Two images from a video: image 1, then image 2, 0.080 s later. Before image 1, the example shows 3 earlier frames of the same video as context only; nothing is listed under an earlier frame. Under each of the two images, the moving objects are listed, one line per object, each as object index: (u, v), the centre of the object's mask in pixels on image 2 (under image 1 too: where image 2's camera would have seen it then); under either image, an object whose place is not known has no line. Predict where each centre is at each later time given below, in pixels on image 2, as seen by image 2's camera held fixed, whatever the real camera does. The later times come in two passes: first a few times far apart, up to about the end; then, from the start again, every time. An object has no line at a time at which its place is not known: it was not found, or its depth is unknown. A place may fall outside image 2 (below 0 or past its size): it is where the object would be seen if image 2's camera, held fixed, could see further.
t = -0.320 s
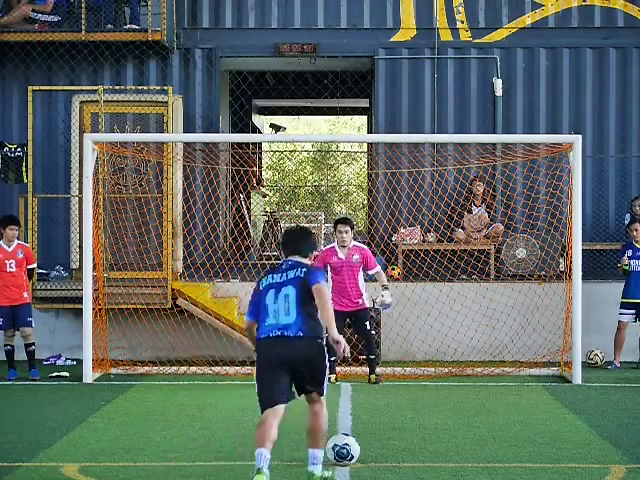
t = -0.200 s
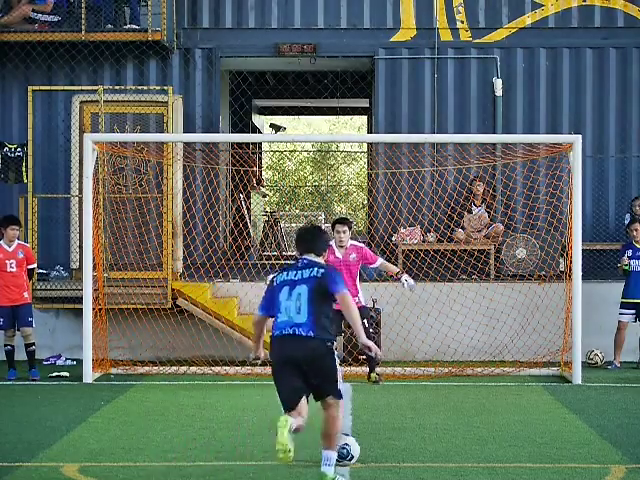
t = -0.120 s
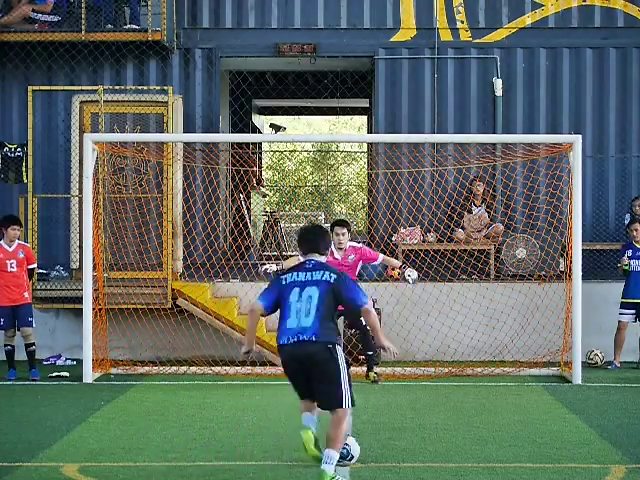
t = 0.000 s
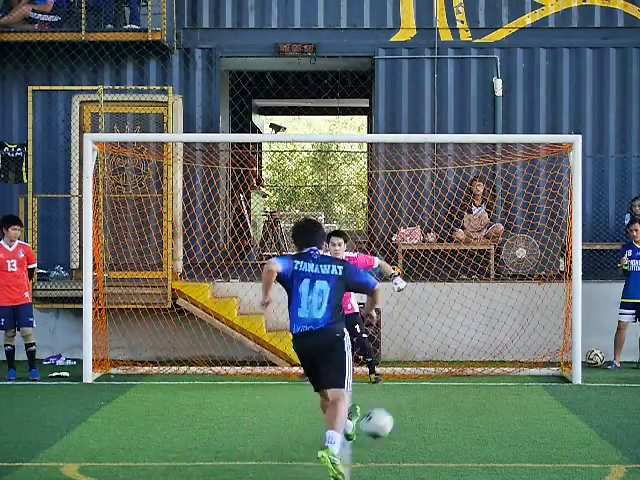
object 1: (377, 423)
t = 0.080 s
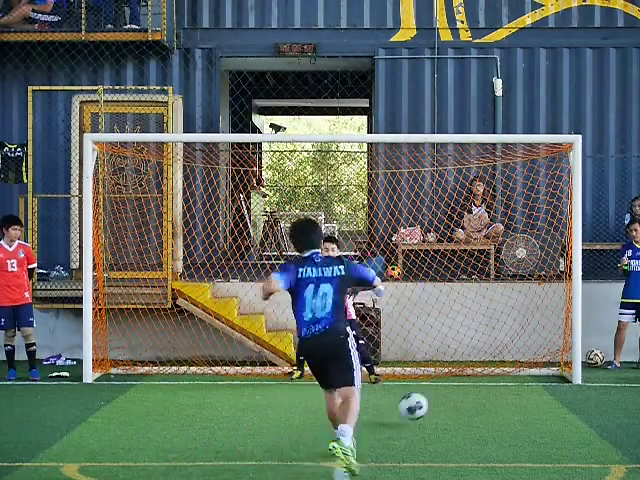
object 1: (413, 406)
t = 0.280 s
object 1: (474, 377)
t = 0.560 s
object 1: (502, 308)
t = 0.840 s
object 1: (488, 259)
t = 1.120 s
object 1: (473, 282)
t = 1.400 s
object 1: (461, 365)
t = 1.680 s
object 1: (463, 317)
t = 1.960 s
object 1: (466, 344)
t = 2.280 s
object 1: (467, 343)
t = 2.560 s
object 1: (463, 370)
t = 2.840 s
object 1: (461, 363)
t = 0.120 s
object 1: (428, 403)
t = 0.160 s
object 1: (442, 395)
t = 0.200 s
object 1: (453, 386)
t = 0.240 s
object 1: (464, 380)
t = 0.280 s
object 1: (474, 377)
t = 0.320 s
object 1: (482, 376)
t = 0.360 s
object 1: (489, 369)
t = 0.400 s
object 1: (497, 362)
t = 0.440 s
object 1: (503, 354)
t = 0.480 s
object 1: (507, 337)
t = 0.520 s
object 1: (505, 322)
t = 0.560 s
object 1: (502, 308)
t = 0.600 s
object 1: (499, 295)
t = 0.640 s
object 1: (497, 285)
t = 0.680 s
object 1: (496, 276)
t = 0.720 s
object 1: (494, 269)
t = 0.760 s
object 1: (492, 265)
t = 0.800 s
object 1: (490, 261)
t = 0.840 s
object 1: (488, 259)
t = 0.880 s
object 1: (486, 258)
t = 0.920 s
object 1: (484, 259)
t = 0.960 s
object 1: (482, 261)
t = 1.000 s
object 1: (480, 264)
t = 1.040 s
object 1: (478, 269)
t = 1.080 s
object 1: (476, 275)
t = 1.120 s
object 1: (473, 282)
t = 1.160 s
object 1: (472, 293)
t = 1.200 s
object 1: (469, 304)
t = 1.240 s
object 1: (467, 317)
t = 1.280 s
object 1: (465, 331)
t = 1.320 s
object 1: (463, 346)
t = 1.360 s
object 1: (462, 363)
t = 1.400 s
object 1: (461, 365)
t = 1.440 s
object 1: (461, 354)
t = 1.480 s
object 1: (461, 344)
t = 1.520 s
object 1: (462, 336)
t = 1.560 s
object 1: (462, 329)
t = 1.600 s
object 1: (462, 323)
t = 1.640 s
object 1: (462, 319)
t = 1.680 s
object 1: (463, 317)
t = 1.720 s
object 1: (463, 317)
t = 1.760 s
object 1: (464, 317)
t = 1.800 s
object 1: (465, 319)
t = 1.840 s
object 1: (465, 323)
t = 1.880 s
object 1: (466, 328)
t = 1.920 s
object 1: (466, 335)
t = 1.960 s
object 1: (466, 344)
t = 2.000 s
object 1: (467, 353)
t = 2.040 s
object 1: (468, 363)
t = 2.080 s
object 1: (468, 367)
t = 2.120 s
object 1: (470, 360)
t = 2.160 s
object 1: (468, 353)
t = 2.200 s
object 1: (468, 349)
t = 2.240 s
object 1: (467, 345)
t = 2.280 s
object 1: (467, 343)
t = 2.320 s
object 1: (466, 342)
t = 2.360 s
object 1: (466, 343)
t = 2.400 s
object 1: (465, 345)
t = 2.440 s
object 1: (465, 349)
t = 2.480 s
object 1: (464, 355)
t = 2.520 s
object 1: (463, 361)
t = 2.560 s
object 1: (463, 370)
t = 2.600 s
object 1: (463, 367)
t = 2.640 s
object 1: (463, 362)
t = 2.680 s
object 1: (463, 360)
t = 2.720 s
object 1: (463, 359)
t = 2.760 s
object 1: (463, 359)
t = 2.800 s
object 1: (462, 360)
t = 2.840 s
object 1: (461, 363)
